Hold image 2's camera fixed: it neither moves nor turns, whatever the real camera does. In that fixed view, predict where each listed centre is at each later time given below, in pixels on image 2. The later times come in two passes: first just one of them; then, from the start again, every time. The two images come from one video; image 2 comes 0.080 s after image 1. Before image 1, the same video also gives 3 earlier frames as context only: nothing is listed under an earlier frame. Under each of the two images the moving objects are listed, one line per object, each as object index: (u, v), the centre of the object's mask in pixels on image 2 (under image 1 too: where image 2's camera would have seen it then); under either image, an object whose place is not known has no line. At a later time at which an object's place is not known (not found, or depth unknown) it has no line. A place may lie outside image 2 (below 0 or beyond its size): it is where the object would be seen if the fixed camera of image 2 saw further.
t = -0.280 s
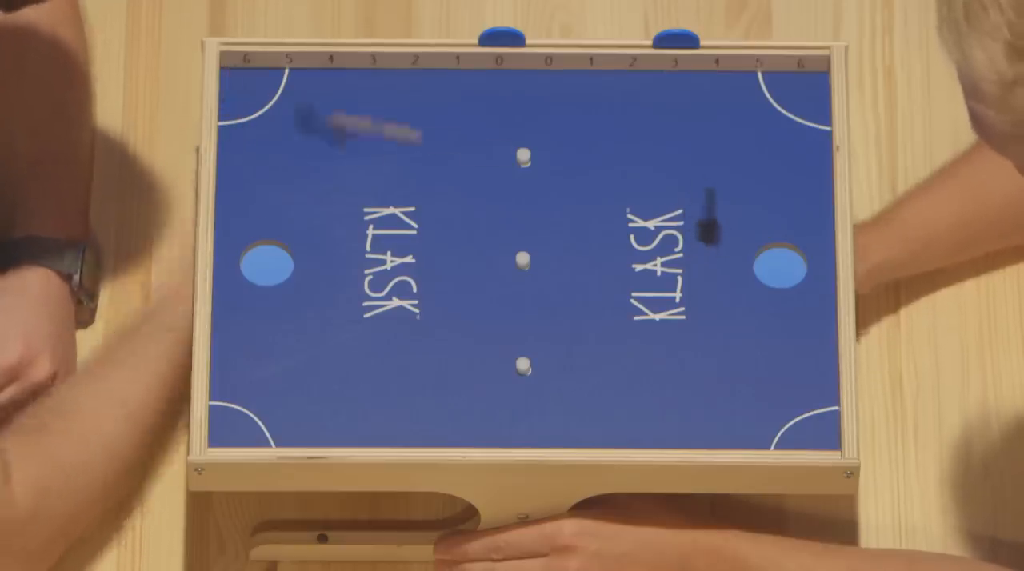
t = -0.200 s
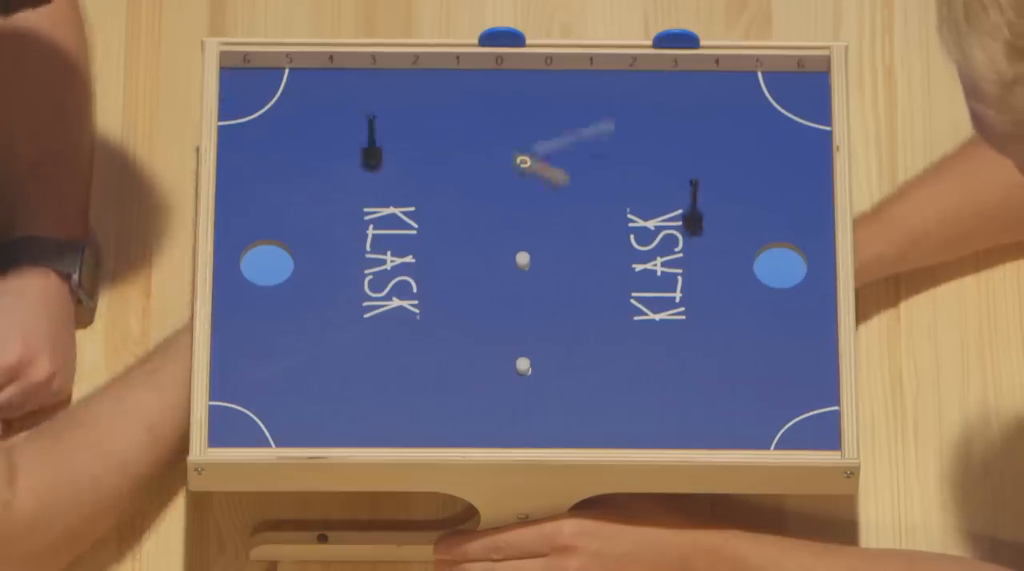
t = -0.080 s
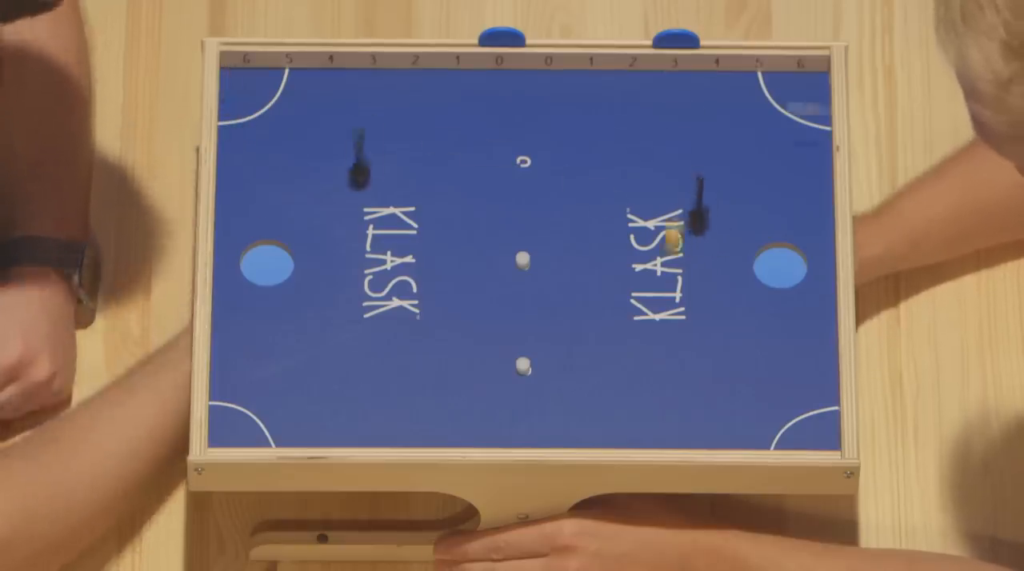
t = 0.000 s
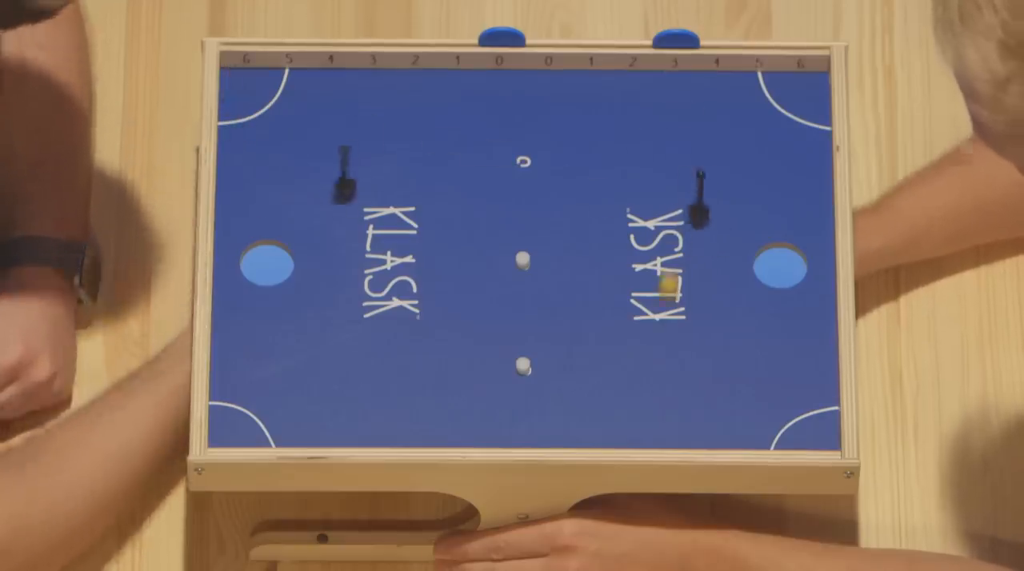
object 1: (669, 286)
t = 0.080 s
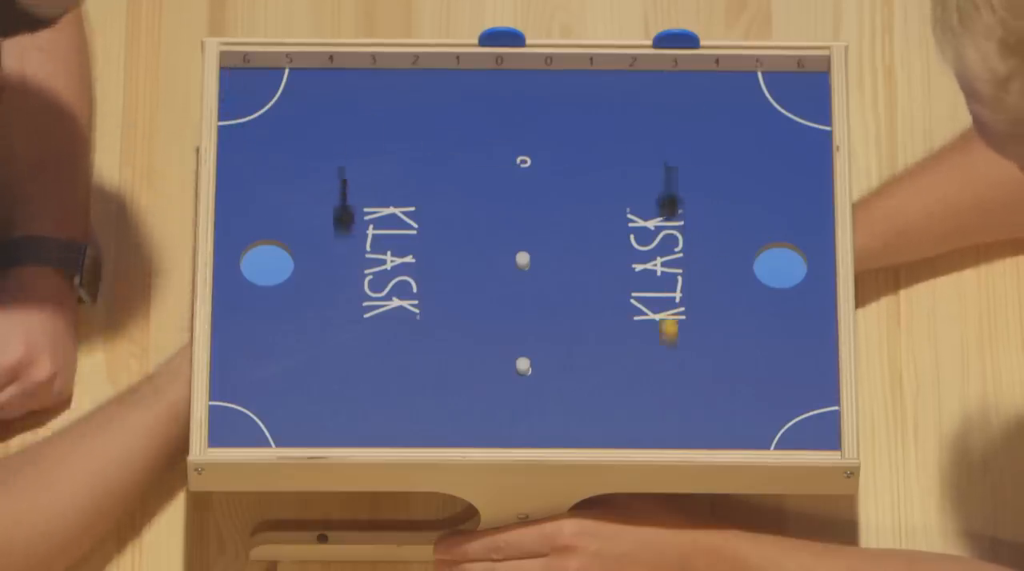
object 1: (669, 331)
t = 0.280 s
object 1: (674, 433)
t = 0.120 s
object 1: (670, 349)
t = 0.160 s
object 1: (671, 369)
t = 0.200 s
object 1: (672, 392)
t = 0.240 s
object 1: (673, 413)
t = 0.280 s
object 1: (674, 433)
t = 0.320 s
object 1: (675, 442)
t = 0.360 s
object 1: (675, 433)
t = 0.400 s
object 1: (674, 422)
